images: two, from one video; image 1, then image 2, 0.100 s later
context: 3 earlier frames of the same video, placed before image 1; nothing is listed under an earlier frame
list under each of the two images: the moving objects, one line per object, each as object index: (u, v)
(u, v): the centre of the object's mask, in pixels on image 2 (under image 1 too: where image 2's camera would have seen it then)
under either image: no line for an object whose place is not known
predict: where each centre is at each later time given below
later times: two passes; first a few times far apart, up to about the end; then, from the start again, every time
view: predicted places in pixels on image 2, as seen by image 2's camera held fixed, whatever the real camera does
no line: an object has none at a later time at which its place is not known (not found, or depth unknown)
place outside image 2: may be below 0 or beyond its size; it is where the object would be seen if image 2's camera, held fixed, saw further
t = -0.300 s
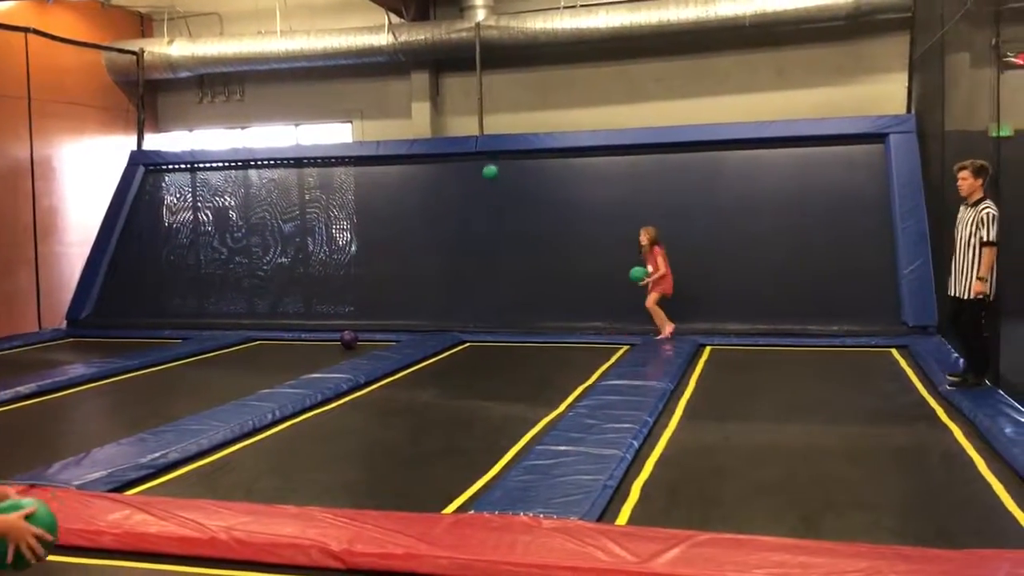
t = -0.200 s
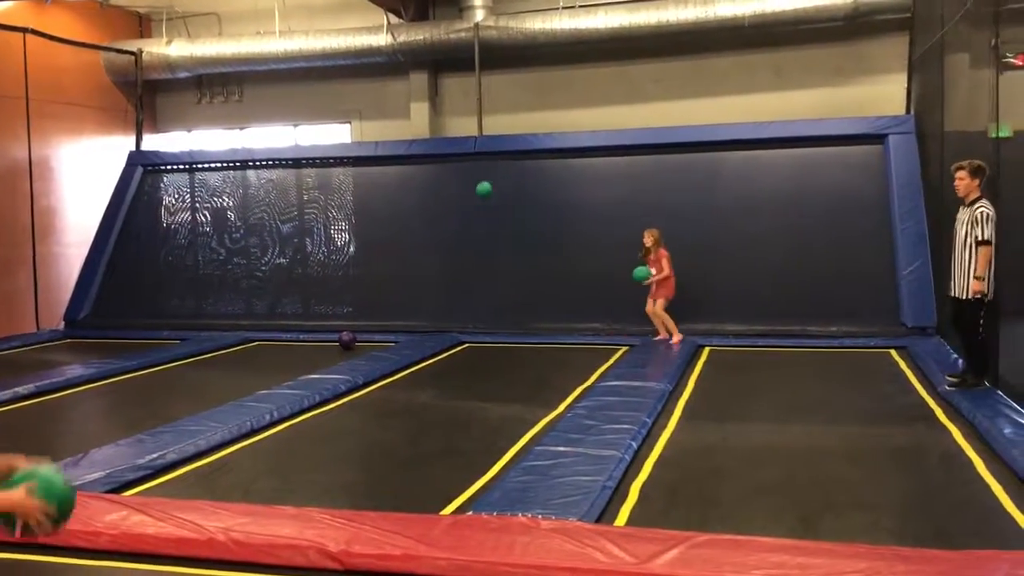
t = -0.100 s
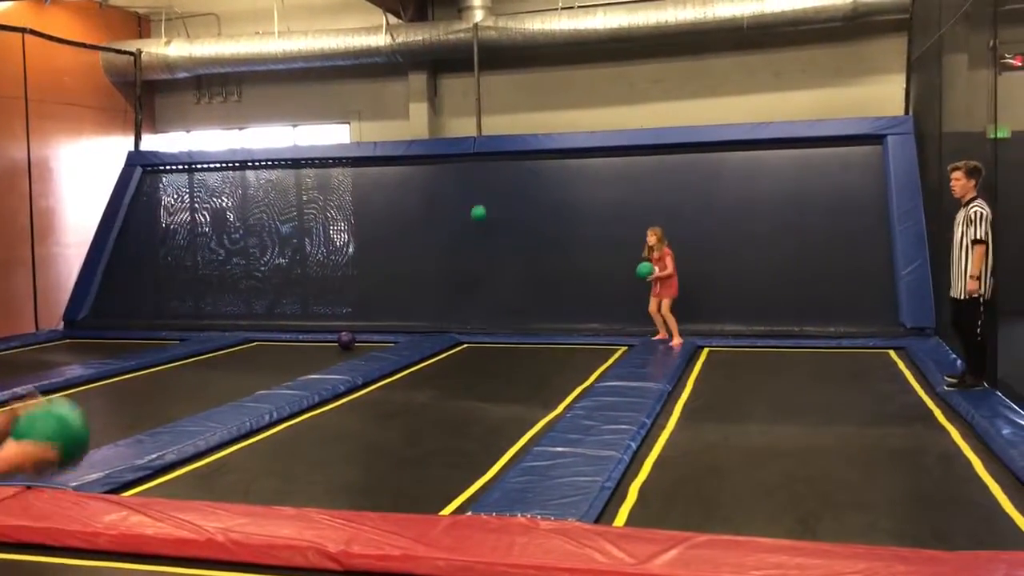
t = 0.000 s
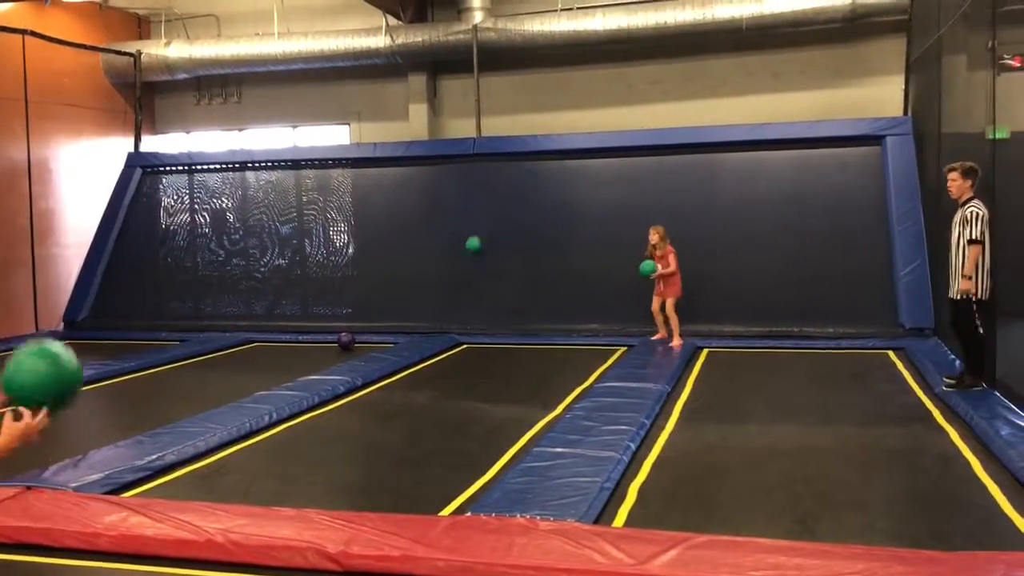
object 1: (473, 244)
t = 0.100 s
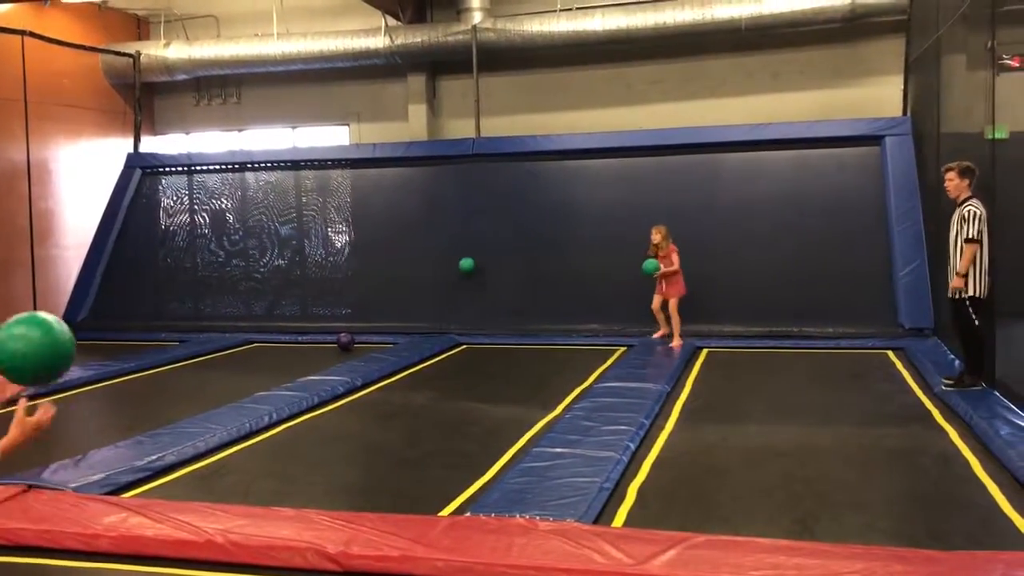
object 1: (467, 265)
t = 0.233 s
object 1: (453, 276)
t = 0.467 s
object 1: (430, 330)
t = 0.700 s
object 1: (415, 317)
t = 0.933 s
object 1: (399, 332)
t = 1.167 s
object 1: (384, 338)
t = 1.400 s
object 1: (362, 347)
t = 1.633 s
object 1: (338, 351)
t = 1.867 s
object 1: (313, 354)
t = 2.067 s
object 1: (292, 356)
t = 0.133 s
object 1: (463, 267)
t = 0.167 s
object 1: (460, 269)
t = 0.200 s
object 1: (456, 273)
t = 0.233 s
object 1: (453, 276)
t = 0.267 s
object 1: (449, 281)
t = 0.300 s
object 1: (446, 287)
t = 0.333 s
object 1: (443, 294)
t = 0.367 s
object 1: (439, 302)
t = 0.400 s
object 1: (436, 311)
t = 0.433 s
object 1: (433, 321)
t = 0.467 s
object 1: (430, 330)
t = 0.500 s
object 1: (427, 326)
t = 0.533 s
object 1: (425, 323)
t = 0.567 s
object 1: (423, 320)
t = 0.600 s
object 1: (421, 318)
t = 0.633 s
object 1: (419, 317)
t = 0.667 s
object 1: (417, 316)
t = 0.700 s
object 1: (415, 317)
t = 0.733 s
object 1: (413, 318)
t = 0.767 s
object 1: (410, 321)
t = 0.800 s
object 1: (408, 325)
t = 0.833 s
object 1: (406, 330)
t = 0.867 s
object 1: (403, 334)
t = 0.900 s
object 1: (401, 333)
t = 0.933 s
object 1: (399, 332)
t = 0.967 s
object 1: (397, 333)
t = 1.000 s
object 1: (395, 334)
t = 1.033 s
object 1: (393, 335)
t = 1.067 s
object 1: (391, 335)
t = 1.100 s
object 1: (388, 335)
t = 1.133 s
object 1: (386, 337)
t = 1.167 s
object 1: (384, 338)
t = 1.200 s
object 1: (380, 338)
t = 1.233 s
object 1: (378, 339)
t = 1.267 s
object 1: (376, 341)
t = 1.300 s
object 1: (373, 342)
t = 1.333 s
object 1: (370, 344)
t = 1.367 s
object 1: (366, 346)
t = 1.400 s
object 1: (362, 347)
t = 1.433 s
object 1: (358, 347)
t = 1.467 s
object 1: (355, 347)
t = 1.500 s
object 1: (352, 349)
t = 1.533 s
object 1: (348, 350)
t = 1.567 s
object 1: (346, 350)
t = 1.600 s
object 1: (342, 350)
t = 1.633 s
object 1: (338, 351)
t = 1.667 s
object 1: (335, 351)
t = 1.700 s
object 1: (332, 351)
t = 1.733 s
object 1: (328, 352)
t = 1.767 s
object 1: (326, 352)
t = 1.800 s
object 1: (323, 353)
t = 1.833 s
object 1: (317, 353)
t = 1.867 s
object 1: (313, 354)
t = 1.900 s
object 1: (310, 355)
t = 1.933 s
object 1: (306, 355)
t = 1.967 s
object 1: (303, 355)
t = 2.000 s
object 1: (299, 355)
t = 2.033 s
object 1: (295, 356)
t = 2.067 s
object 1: (292, 356)
